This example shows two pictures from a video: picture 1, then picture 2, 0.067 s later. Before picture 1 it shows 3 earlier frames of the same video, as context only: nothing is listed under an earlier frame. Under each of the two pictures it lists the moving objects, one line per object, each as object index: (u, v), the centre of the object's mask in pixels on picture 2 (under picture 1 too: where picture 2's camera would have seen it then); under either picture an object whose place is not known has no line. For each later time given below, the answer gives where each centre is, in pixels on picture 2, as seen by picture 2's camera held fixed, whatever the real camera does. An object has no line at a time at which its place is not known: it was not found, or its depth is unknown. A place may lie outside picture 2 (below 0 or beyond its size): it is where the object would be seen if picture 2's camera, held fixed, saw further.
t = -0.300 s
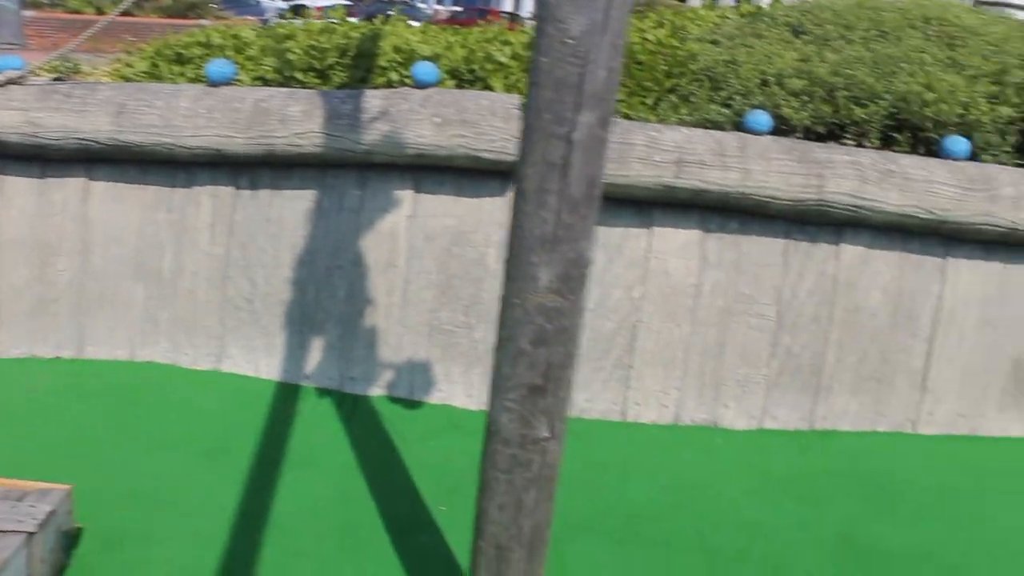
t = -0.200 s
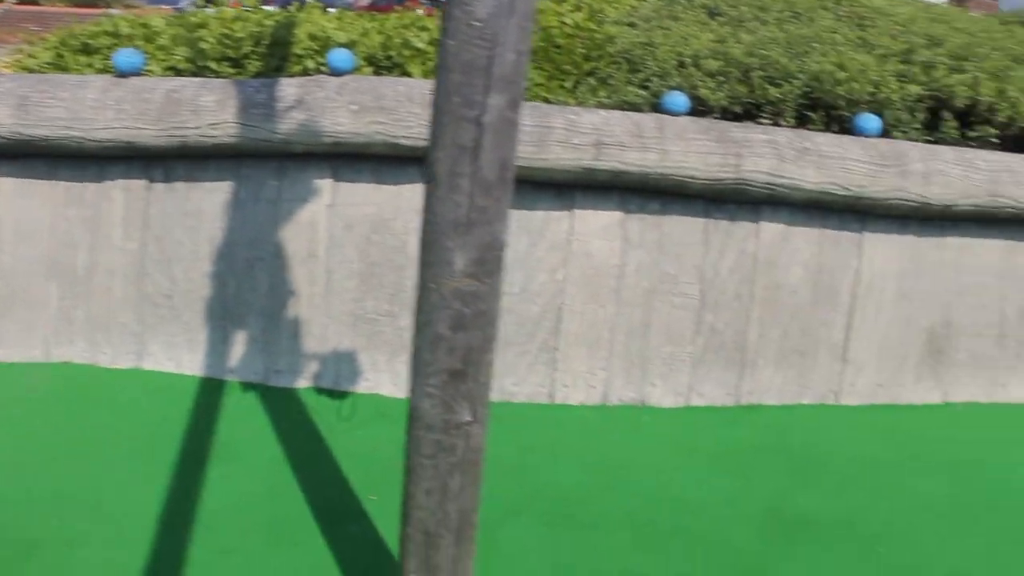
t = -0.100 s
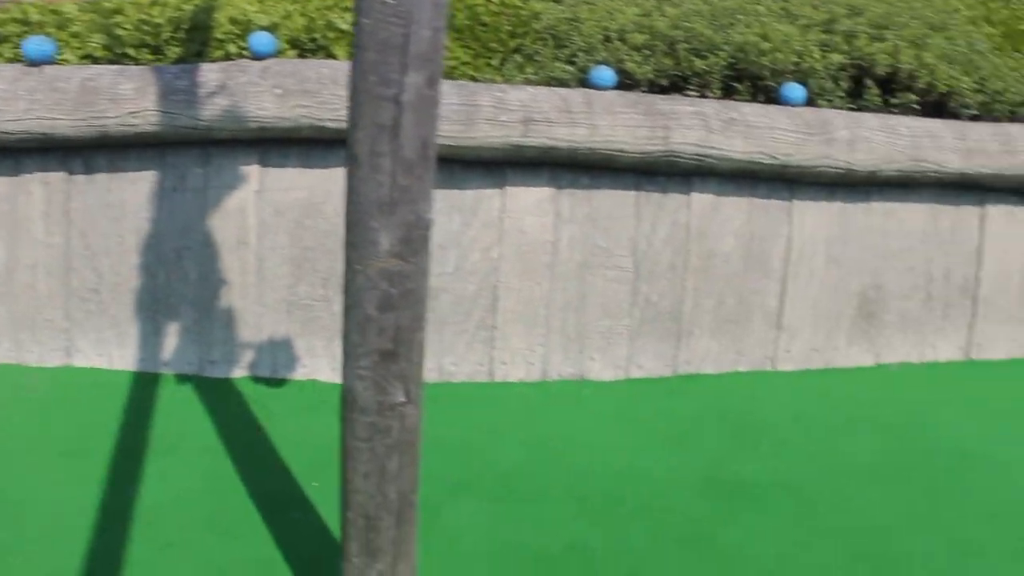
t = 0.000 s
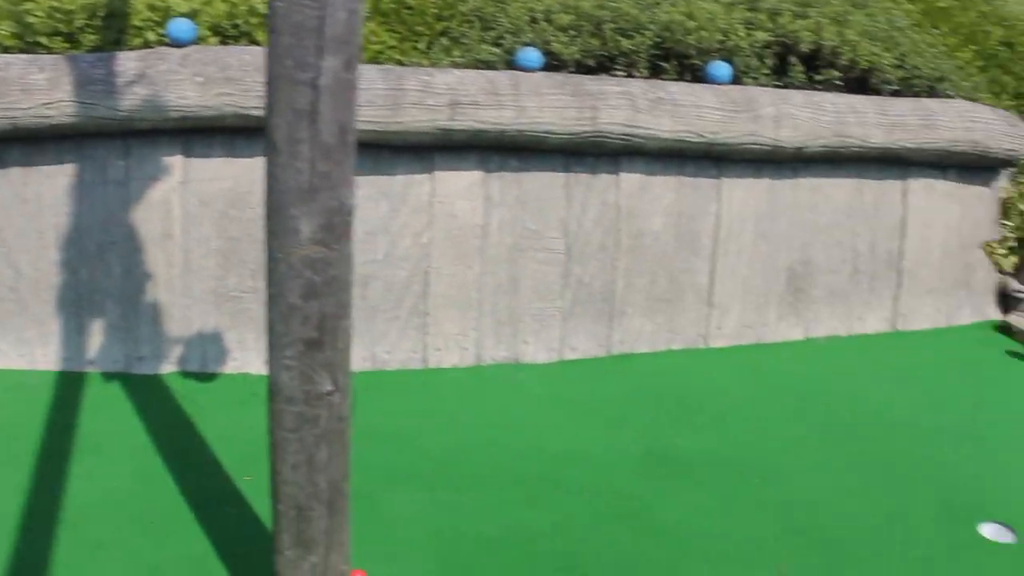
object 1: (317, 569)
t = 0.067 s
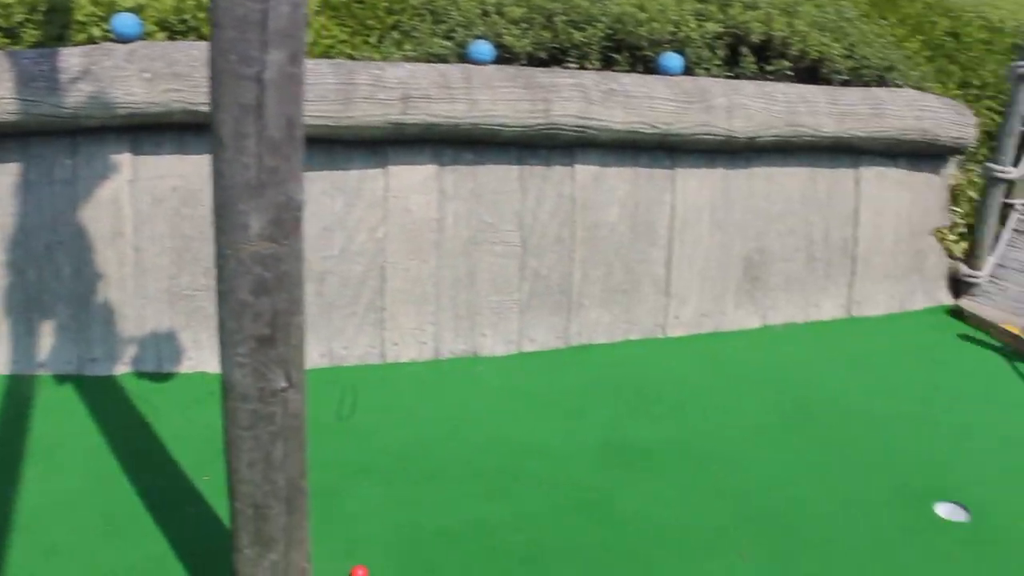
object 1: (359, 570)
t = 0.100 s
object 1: (379, 572)
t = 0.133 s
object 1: (401, 573)
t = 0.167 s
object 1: (421, 574)
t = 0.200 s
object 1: (438, 572)
